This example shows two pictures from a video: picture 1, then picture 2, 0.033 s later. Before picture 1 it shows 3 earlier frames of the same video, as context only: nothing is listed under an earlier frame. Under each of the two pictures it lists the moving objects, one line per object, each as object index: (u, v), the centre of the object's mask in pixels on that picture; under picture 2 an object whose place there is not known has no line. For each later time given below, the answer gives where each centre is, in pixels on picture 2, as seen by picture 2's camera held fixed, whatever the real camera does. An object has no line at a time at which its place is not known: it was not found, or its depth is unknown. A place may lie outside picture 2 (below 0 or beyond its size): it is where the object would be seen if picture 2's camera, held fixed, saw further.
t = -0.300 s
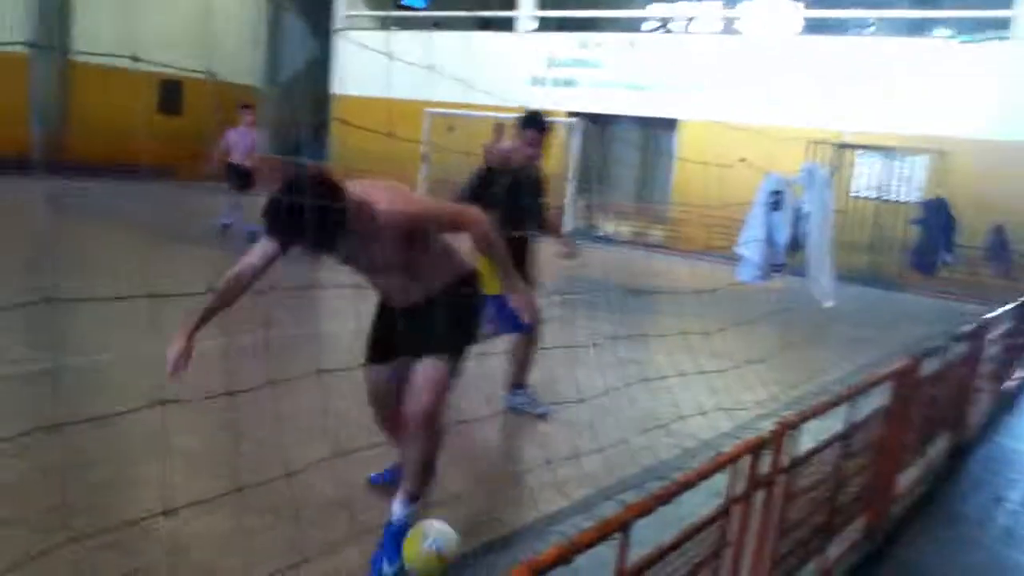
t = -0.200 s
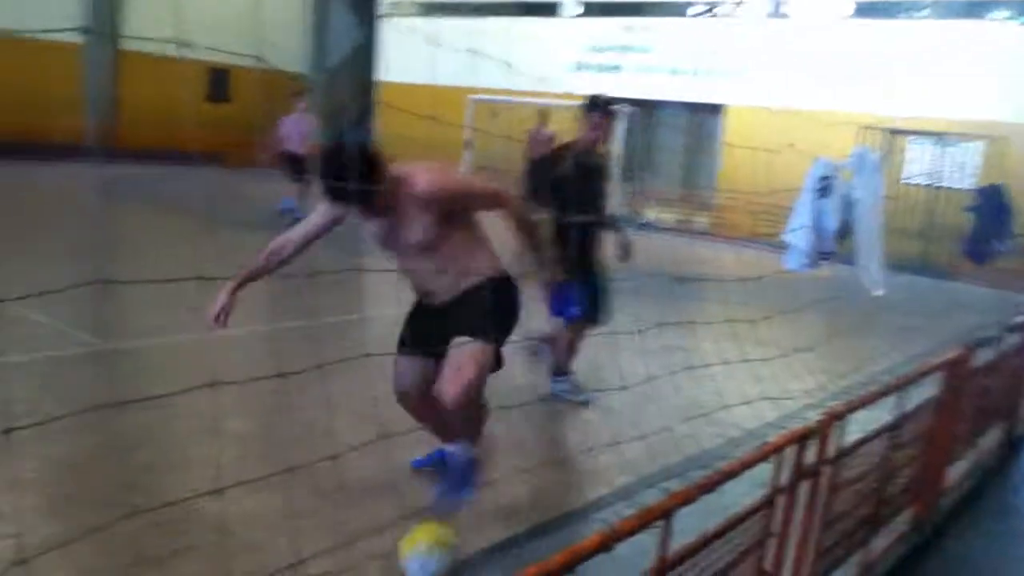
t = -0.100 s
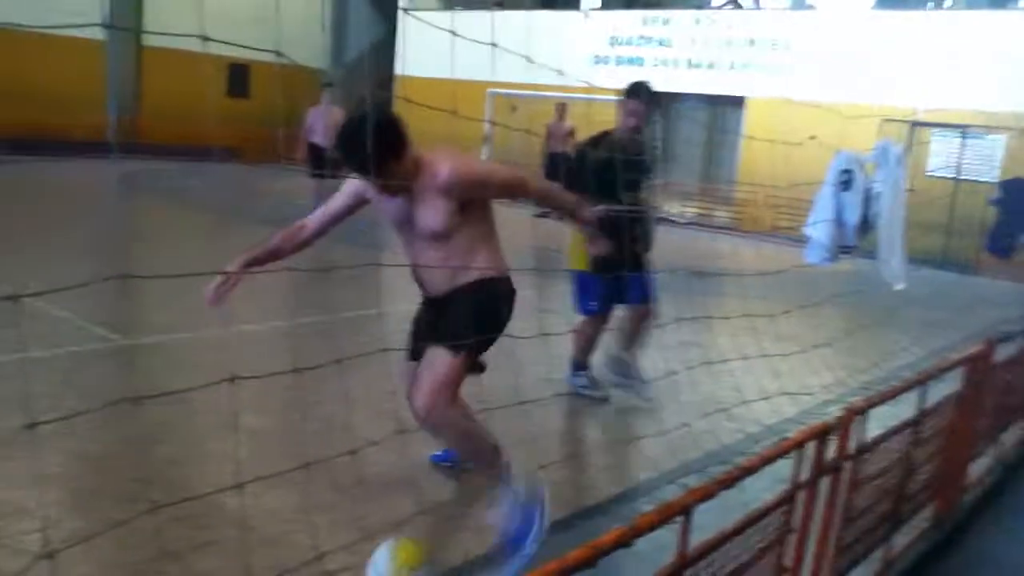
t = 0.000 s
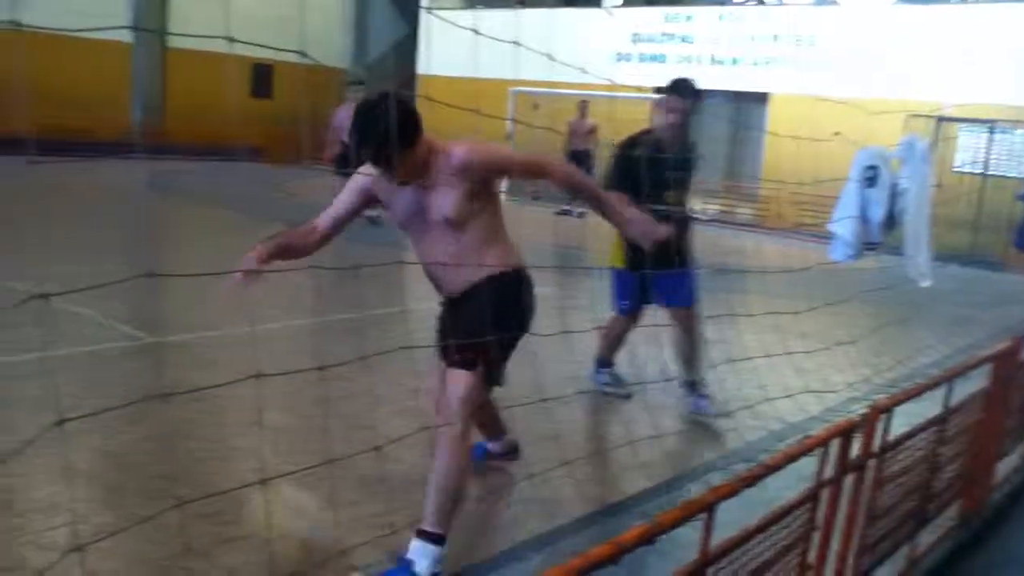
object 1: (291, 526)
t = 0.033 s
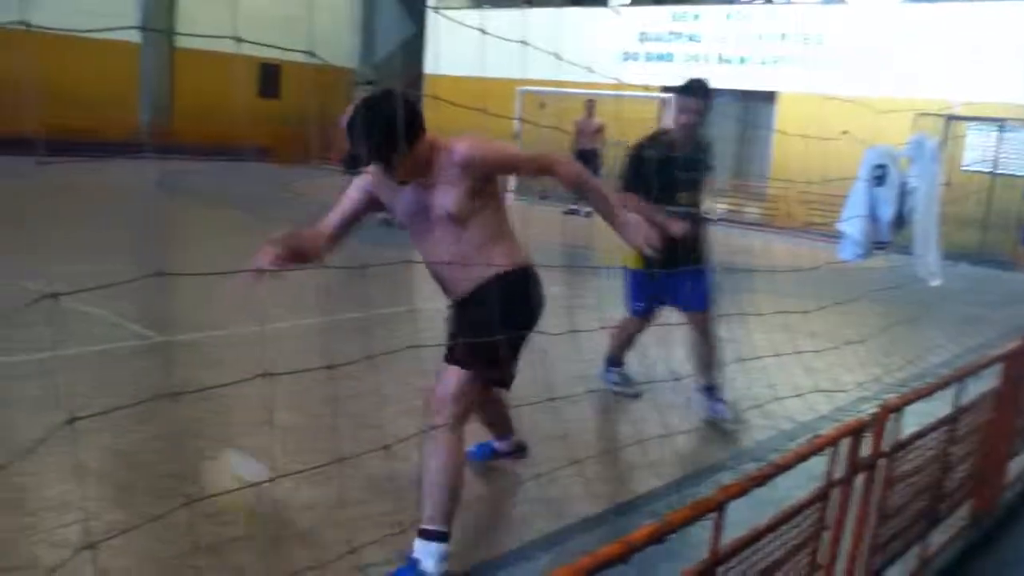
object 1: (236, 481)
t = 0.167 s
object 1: (45, 396)
